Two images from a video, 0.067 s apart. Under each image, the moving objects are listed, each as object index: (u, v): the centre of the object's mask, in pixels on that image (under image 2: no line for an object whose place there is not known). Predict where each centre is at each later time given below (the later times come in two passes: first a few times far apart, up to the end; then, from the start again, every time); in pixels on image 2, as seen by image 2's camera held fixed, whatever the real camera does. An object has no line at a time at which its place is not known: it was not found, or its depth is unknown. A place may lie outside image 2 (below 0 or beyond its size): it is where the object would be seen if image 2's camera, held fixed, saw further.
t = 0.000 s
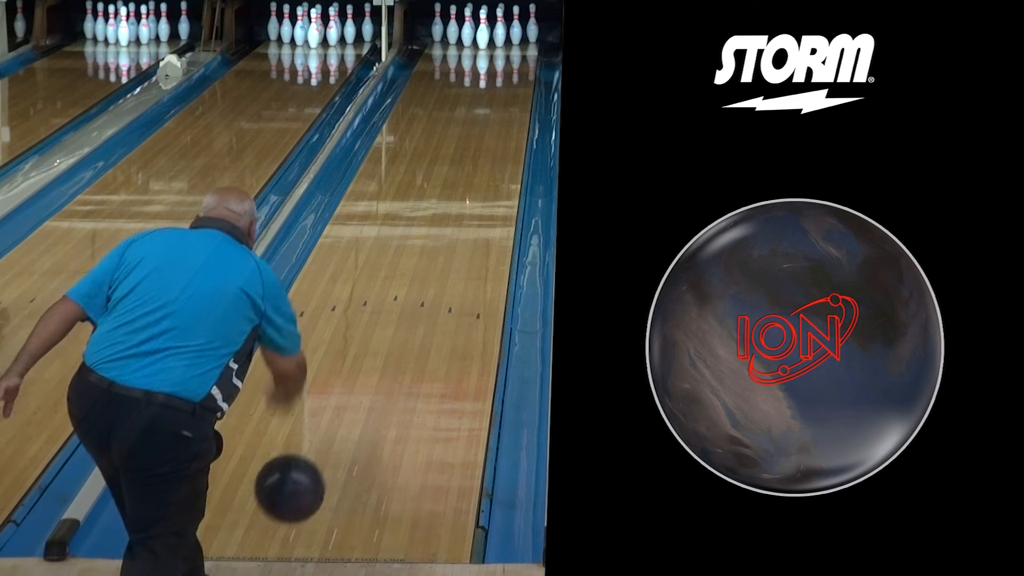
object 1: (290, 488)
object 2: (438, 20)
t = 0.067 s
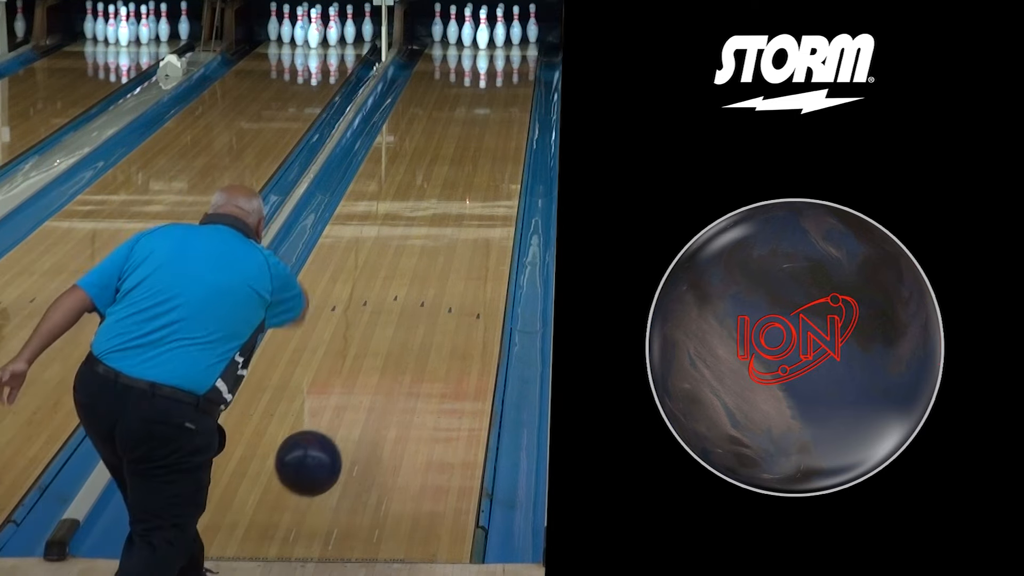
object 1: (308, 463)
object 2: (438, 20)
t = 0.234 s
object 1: (347, 439)
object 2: (438, 20)
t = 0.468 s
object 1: (388, 353)
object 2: (438, 20)
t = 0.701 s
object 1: (419, 287)
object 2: (438, 20)
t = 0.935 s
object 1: (442, 236)
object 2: (438, 20)
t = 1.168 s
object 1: (461, 195)
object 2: (438, 20)
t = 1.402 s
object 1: (475, 161)
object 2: (438, 20)
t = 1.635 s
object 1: (486, 132)
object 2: (438, 20)
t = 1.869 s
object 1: (495, 108)
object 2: (438, 20)
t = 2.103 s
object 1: (501, 86)
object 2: (438, 20)
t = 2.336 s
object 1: (503, 68)
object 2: (438, 20)
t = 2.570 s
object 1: (499, 54)
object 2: (438, 20)
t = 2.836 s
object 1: (490, 39)
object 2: (438, 19)
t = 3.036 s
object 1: (490, 33)
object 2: (428, 24)
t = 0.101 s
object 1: (317, 456)
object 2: (438, 20)
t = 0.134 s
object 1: (325, 452)
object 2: (438, 20)
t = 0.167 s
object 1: (333, 452)
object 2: (438, 20)
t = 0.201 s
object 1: (340, 454)
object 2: (438, 20)
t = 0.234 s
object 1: (347, 439)
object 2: (438, 20)
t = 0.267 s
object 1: (354, 425)
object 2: (438, 20)
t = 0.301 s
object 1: (360, 413)
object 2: (438, 20)
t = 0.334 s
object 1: (366, 400)
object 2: (438, 20)
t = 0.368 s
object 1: (372, 388)
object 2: (438, 20)
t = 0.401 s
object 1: (378, 376)
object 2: (438, 20)
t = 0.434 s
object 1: (383, 365)
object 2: (438, 20)
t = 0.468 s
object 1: (388, 353)
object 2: (438, 20)
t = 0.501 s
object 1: (393, 343)
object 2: (438, 20)
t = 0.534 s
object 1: (398, 332)
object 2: (438, 20)
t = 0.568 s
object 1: (402, 322)
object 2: (438, 20)
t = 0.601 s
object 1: (407, 313)
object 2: (438, 20)
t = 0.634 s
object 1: (411, 304)
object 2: (438, 20)
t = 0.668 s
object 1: (415, 295)
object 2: (438, 20)
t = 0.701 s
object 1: (419, 287)
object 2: (438, 20)
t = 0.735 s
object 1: (422, 279)
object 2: (438, 20)
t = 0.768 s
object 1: (426, 271)
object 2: (438, 20)
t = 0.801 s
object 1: (429, 263)
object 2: (438, 20)
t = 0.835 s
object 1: (433, 256)
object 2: (438, 20)
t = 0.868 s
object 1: (436, 249)
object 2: (438, 20)
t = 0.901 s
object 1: (439, 242)
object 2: (438, 20)
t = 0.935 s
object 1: (442, 236)
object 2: (438, 20)
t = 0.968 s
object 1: (445, 229)
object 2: (438, 20)
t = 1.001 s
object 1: (448, 223)
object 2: (438, 20)
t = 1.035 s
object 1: (451, 217)
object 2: (438, 20)
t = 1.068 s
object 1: (453, 211)
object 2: (438, 20)
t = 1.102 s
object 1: (456, 206)
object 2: (438, 20)
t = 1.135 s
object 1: (458, 200)
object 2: (438, 20)
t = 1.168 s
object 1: (461, 195)
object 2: (438, 20)
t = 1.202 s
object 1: (463, 190)
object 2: (438, 20)
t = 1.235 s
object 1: (465, 185)
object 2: (438, 20)
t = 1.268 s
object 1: (467, 180)
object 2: (438, 20)
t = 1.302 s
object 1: (469, 175)
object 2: (438, 20)
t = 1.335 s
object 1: (471, 170)
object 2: (438, 20)
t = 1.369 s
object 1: (473, 165)
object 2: (438, 20)
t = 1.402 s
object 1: (475, 161)
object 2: (438, 20)
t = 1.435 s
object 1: (477, 156)
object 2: (438, 20)
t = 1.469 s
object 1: (479, 152)
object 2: (438, 20)
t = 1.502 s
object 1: (480, 148)
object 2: (438, 20)
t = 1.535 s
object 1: (482, 144)
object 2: (438, 20)
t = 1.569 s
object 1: (484, 140)
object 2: (438, 20)
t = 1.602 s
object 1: (485, 136)
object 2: (438, 20)
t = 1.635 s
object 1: (486, 132)
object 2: (438, 20)
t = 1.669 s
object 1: (488, 128)
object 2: (438, 20)
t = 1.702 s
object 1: (489, 124)
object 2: (438, 20)
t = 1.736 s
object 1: (490, 121)
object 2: (438, 20)
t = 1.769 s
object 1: (492, 117)
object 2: (438, 20)
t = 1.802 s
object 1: (493, 114)
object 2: (438, 20)
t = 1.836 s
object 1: (494, 111)
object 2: (438, 20)
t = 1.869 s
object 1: (495, 108)
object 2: (438, 20)
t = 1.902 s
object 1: (496, 105)
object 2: (438, 20)
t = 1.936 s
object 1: (497, 101)
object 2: (438, 20)
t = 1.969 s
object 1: (498, 98)
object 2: (438, 20)
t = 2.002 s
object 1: (499, 95)
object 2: (438, 20)
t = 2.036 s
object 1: (500, 92)
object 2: (438, 20)
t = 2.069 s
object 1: (500, 89)
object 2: (438, 20)
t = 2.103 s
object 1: (501, 86)
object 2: (438, 20)
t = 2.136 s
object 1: (502, 83)
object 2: (438, 20)
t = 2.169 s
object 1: (502, 81)
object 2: (438, 20)
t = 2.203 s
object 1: (502, 78)
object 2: (438, 20)
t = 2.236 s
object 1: (503, 75)
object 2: (438, 20)
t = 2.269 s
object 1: (503, 73)
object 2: (438, 20)
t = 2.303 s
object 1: (503, 70)
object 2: (438, 20)
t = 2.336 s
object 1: (503, 68)
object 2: (438, 20)
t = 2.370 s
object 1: (503, 66)
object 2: (438, 20)
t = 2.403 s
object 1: (502, 63)
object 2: (438, 20)
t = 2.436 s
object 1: (502, 61)
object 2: (438, 20)
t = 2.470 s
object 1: (501, 59)
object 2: (438, 20)
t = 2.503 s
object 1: (501, 57)
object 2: (438, 20)
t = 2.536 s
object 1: (500, 55)
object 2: (438, 20)
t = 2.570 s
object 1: (499, 54)
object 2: (438, 20)
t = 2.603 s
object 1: (499, 52)
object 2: (438, 20)
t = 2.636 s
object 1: (498, 50)
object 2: (438, 20)
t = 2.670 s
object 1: (497, 48)
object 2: (438, 20)
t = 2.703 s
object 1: (496, 46)
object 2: (438, 20)
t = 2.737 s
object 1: (494, 44)
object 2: (438, 20)
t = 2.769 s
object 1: (493, 42)
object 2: (438, 19)
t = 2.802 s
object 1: (492, 41)
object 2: (438, 18)
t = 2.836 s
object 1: (490, 39)
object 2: (438, 19)
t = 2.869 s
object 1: (491, 38)
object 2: (438, 18)
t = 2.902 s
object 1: (492, 37)
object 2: (438, 18)
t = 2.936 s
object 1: (491, 36)
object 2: (438, 19)
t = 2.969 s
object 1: (490, 36)
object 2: (435, 20)
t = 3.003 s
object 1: (489, 35)
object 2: (428, 23)
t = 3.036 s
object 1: (490, 33)
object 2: (428, 24)
